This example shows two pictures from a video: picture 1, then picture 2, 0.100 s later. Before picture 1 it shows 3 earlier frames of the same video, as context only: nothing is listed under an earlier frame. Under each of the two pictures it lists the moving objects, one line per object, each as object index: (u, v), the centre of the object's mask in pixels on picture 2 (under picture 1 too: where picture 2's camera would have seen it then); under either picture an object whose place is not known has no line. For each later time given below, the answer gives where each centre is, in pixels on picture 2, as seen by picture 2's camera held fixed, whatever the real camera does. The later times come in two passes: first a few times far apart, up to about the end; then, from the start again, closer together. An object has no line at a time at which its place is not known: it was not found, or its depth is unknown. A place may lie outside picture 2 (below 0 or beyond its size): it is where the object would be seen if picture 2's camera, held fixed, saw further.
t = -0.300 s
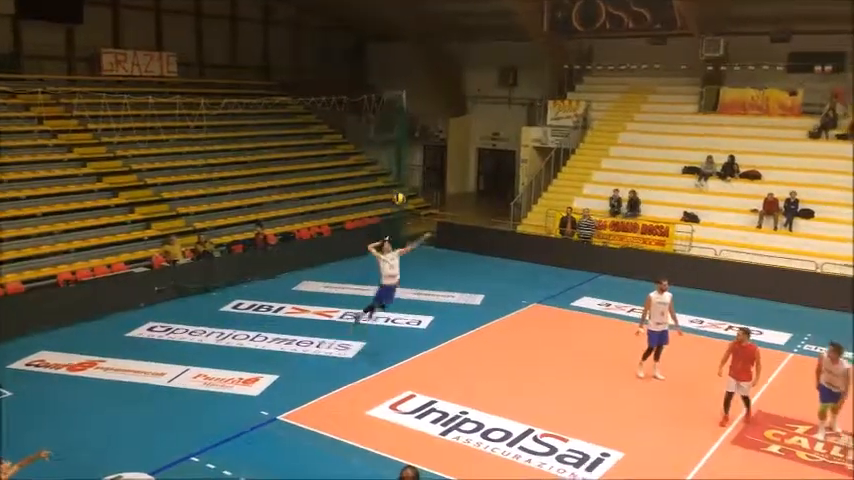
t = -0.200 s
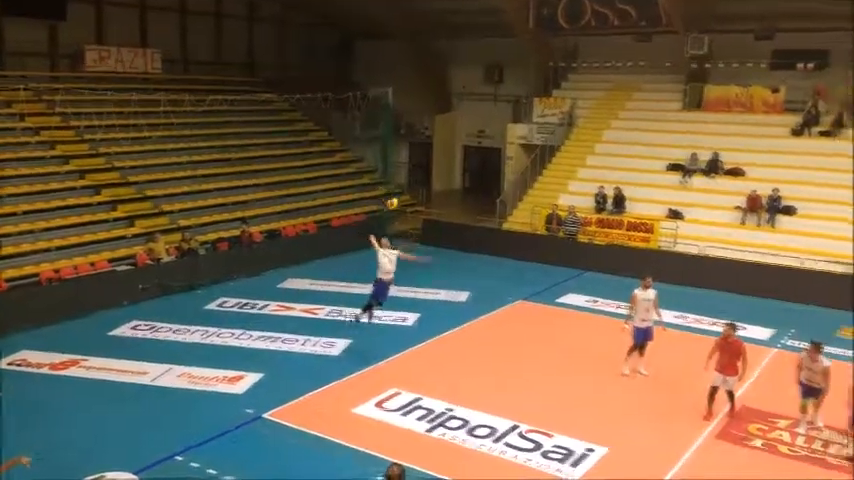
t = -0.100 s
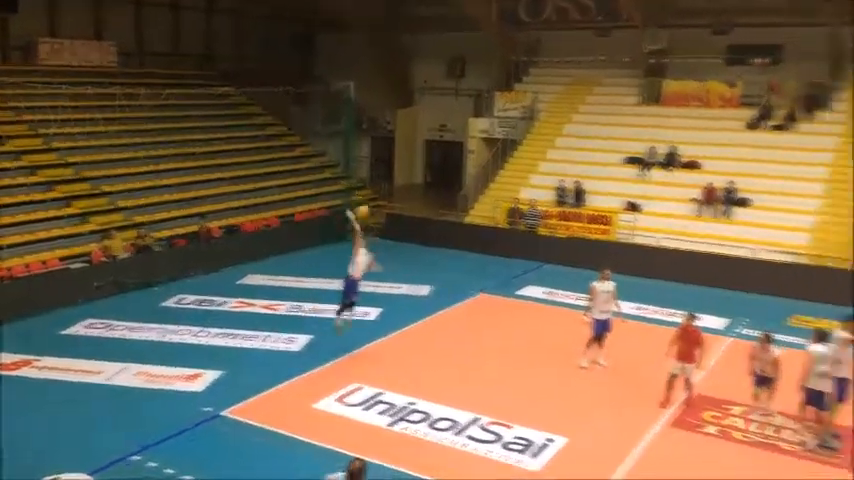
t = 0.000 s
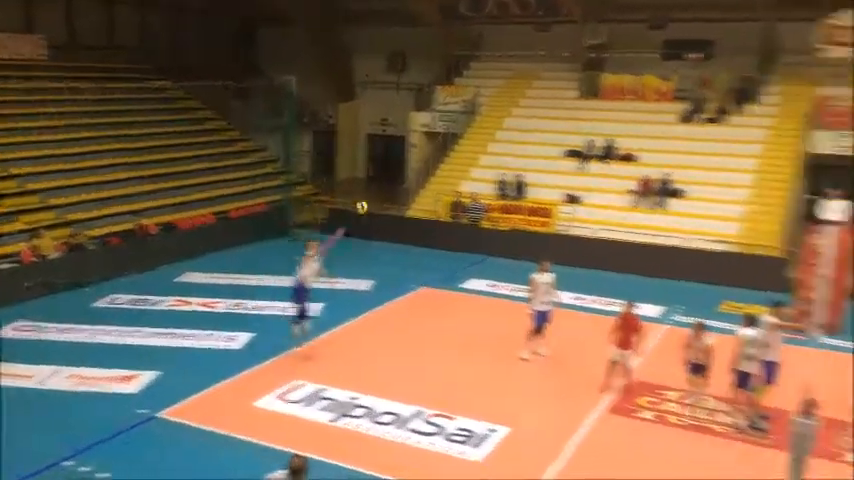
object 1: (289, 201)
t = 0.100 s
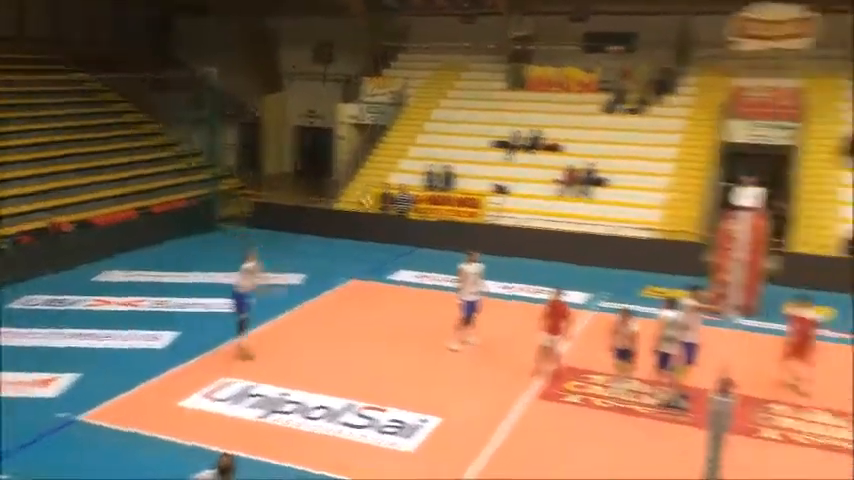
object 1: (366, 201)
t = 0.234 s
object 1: (476, 211)
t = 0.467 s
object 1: (693, 260)
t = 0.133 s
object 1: (393, 204)
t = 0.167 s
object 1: (420, 206)
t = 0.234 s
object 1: (476, 211)
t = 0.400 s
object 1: (629, 242)
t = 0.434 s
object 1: (661, 250)
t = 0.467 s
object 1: (693, 260)
